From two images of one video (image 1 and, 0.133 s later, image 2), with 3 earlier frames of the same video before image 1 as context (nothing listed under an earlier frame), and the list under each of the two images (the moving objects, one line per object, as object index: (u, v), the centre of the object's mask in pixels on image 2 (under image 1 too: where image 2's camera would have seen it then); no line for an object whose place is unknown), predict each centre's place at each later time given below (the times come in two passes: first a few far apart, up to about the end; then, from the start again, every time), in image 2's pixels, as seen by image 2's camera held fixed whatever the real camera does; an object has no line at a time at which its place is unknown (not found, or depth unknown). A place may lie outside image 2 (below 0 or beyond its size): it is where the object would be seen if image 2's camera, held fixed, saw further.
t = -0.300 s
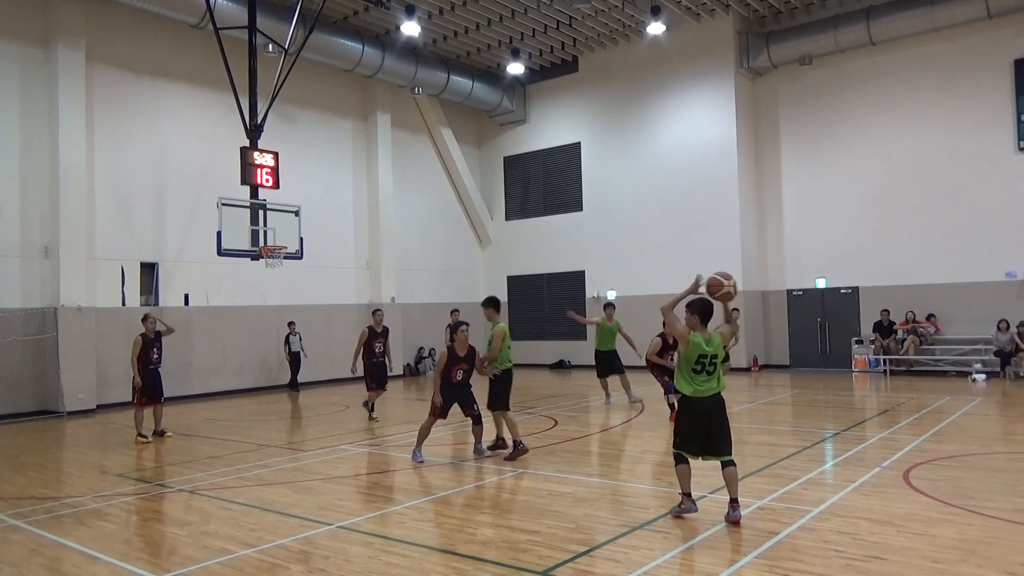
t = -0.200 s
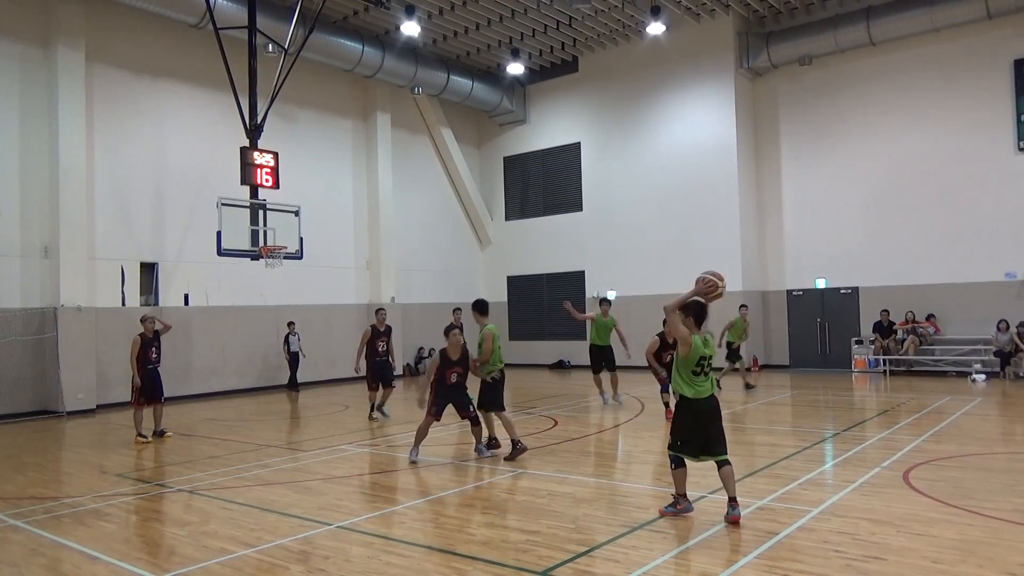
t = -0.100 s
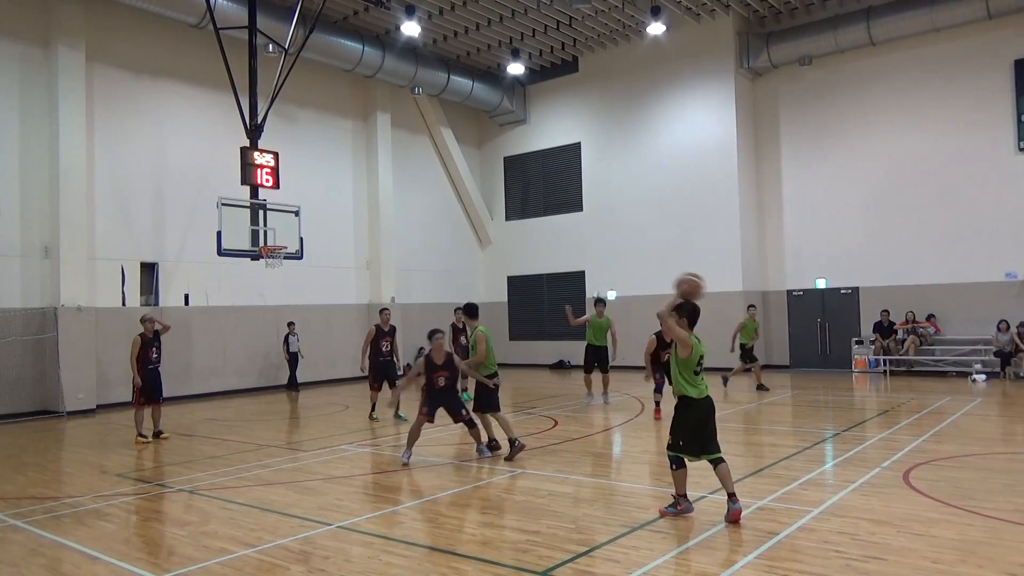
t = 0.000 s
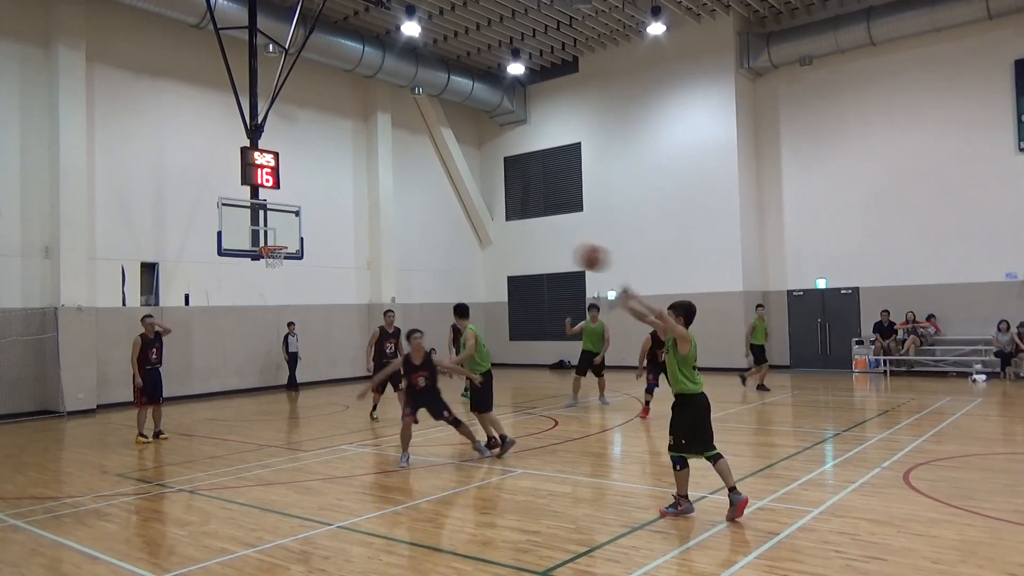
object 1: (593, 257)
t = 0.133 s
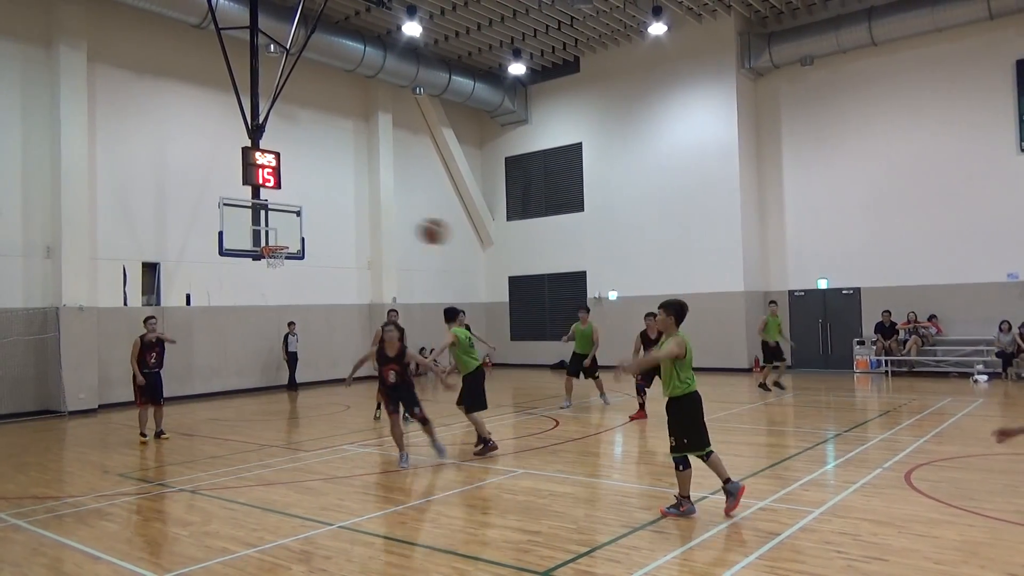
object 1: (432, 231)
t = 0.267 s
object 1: (284, 227)
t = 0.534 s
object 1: (15, 271)
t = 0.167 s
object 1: (394, 228)
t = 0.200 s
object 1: (357, 226)
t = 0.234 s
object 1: (320, 225)
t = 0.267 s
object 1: (284, 227)
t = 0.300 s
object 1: (248, 227)
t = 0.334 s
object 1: (212, 230)
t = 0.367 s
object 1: (178, 234)
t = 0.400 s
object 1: (144, 239)
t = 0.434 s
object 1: (111, 245)
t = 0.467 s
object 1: (79, 252)
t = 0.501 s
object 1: (47, 261)
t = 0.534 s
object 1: (15, 271)
